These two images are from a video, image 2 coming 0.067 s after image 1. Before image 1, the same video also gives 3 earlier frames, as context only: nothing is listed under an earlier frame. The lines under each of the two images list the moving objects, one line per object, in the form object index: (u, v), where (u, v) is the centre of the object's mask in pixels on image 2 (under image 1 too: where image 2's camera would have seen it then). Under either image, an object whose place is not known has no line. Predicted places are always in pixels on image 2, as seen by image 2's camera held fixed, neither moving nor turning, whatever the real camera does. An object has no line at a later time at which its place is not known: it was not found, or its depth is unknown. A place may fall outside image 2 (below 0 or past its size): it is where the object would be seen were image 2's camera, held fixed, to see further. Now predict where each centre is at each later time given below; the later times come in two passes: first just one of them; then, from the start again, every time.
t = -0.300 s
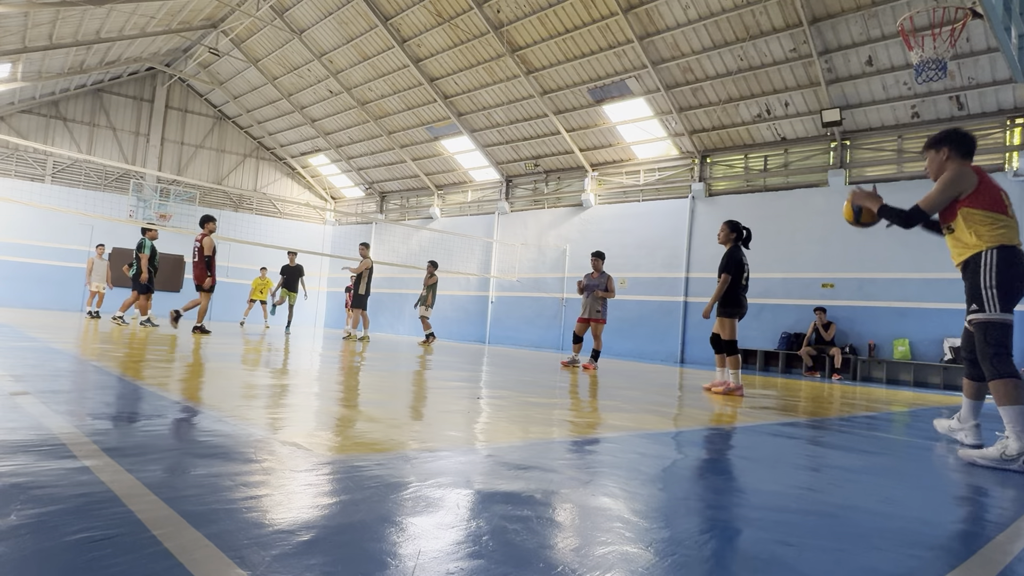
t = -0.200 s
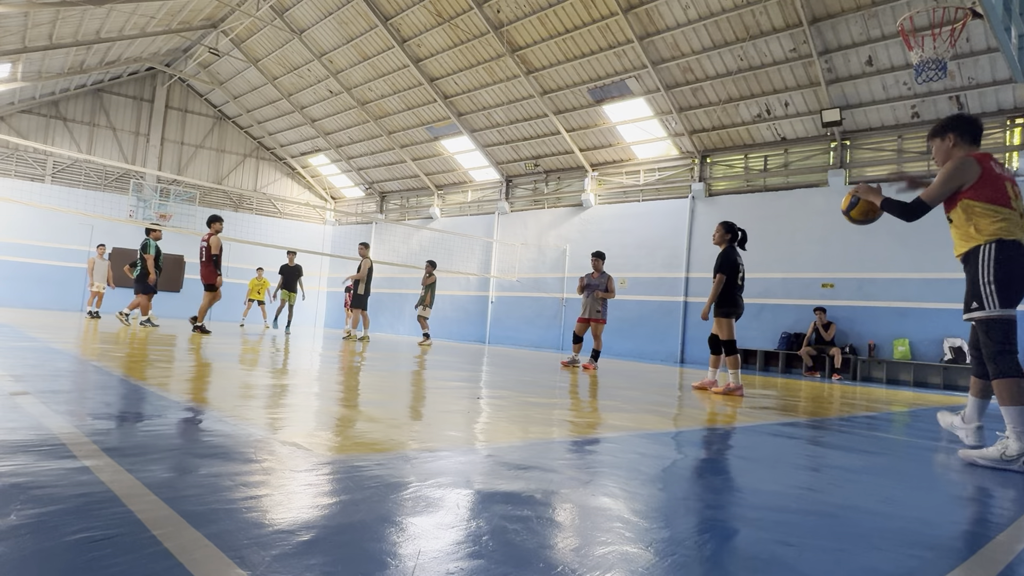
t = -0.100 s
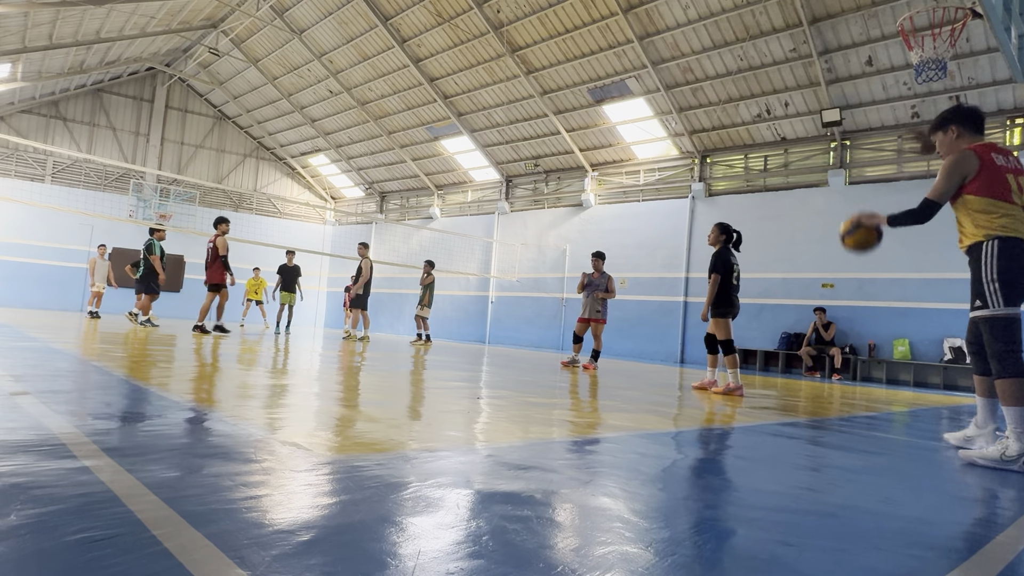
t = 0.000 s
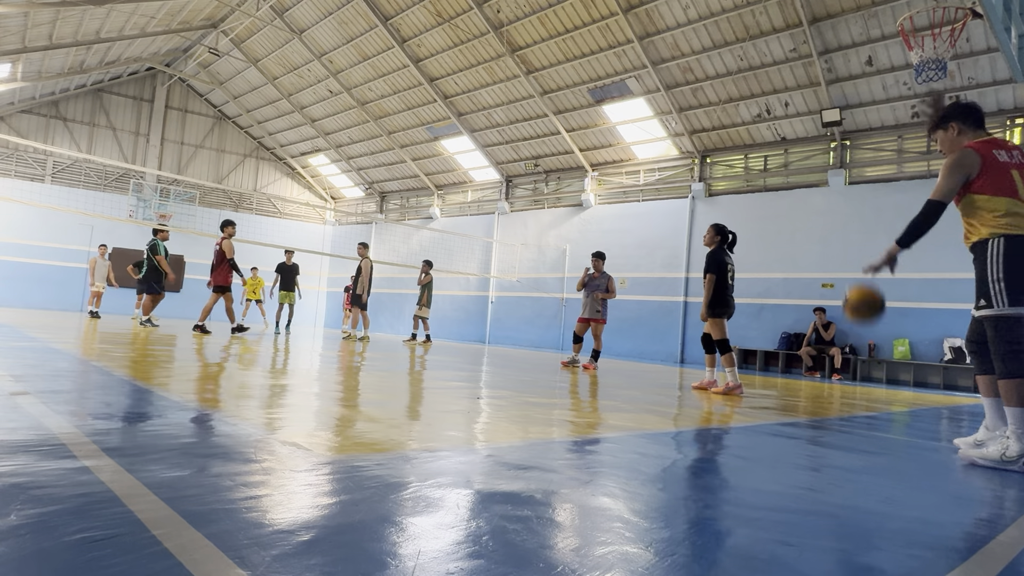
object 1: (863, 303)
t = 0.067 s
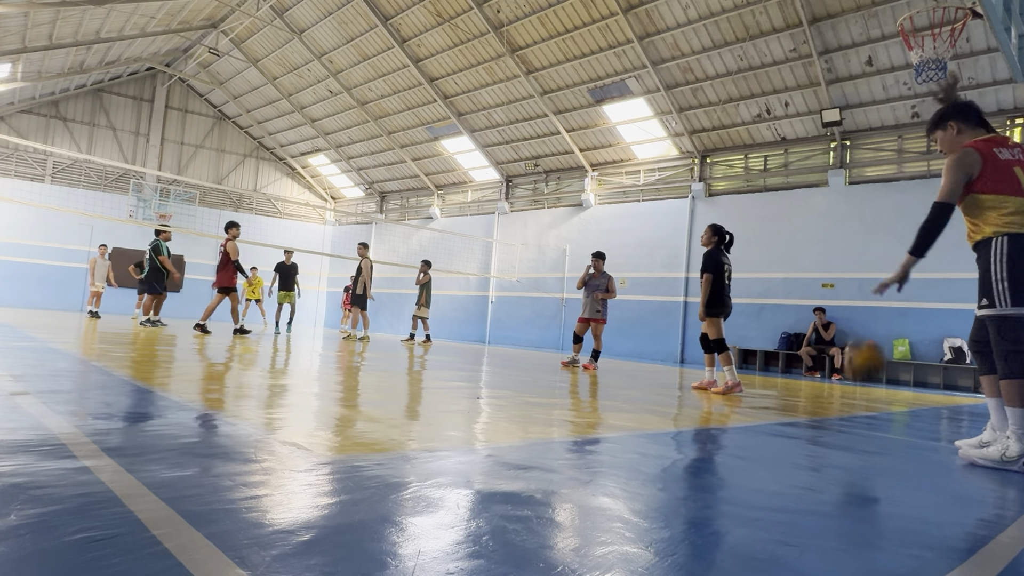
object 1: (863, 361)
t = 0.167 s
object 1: (872, 382)
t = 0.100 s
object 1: (866, 393)
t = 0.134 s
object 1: (870, 411)
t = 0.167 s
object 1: (872, 382)
